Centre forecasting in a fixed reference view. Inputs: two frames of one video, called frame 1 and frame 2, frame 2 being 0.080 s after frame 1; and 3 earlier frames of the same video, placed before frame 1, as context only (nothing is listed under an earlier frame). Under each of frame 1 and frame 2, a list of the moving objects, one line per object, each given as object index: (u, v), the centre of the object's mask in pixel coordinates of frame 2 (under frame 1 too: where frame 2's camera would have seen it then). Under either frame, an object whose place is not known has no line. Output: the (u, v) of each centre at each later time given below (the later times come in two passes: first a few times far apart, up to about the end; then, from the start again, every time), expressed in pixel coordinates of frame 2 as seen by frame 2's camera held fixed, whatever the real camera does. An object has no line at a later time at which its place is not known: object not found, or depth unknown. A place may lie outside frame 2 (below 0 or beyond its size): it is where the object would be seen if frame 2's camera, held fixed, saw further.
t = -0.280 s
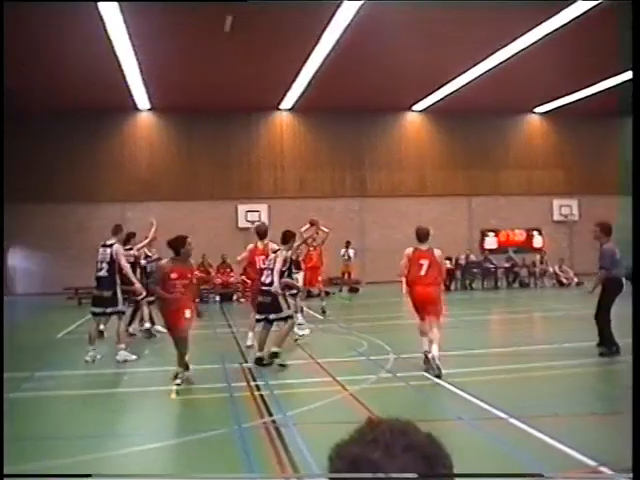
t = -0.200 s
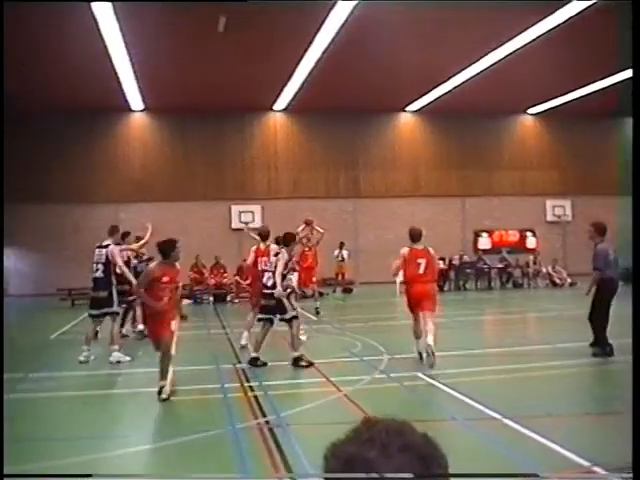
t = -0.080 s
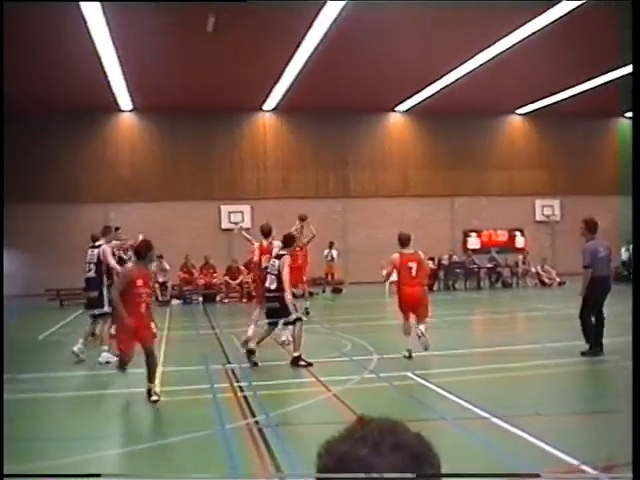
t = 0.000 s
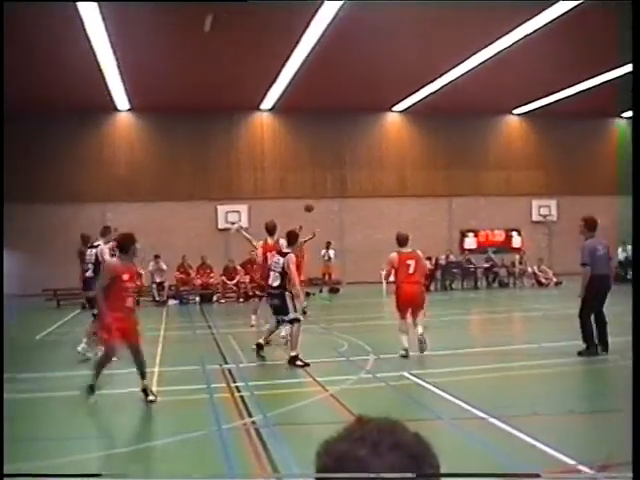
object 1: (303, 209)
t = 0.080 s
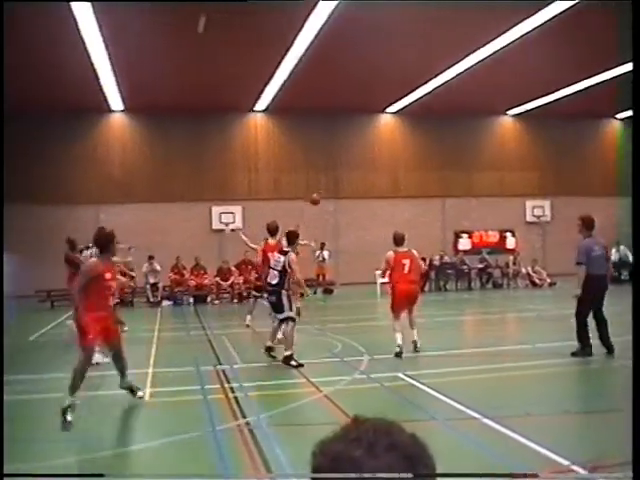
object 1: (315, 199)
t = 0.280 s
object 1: (350, 192)
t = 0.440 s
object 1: (382, 201)
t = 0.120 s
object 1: (321, 196)
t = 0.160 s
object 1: (328, 194)
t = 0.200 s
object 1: (335, 192)
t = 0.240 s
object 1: (343, 192)
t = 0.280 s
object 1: (350, 192)
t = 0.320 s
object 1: (355, 192)
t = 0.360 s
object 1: (365, 194)
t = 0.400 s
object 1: (374, 198)
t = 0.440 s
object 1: (382, 201)
